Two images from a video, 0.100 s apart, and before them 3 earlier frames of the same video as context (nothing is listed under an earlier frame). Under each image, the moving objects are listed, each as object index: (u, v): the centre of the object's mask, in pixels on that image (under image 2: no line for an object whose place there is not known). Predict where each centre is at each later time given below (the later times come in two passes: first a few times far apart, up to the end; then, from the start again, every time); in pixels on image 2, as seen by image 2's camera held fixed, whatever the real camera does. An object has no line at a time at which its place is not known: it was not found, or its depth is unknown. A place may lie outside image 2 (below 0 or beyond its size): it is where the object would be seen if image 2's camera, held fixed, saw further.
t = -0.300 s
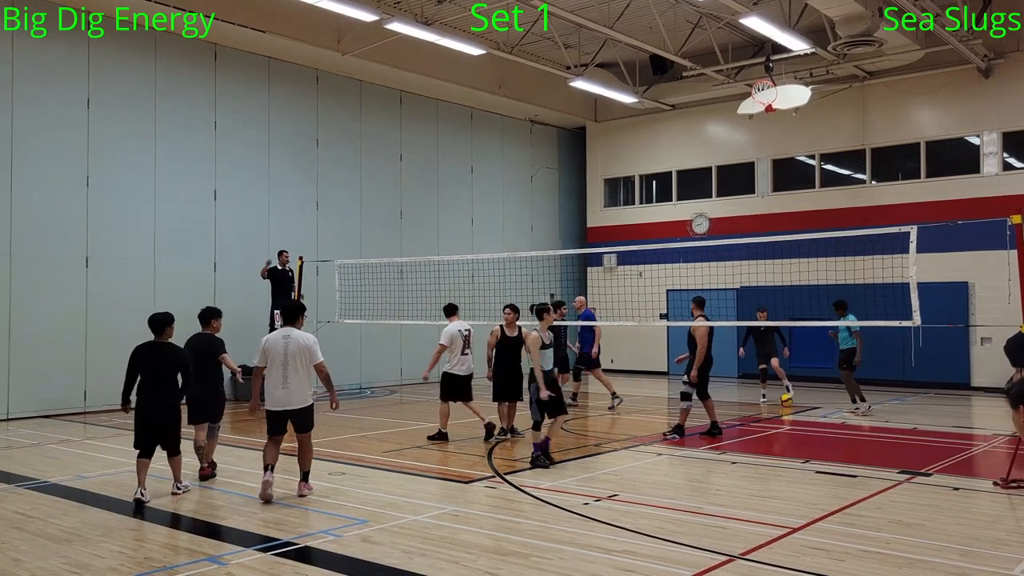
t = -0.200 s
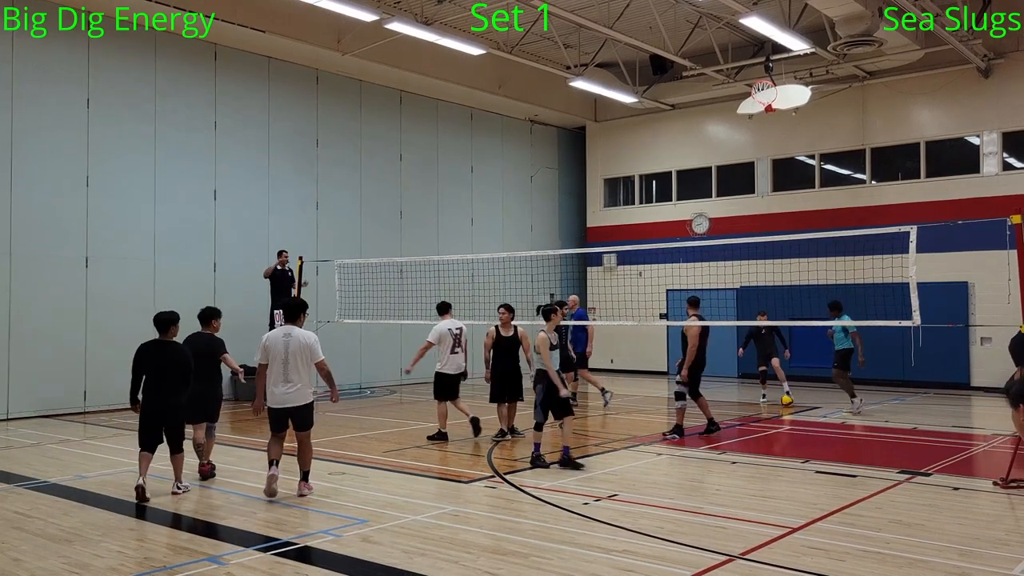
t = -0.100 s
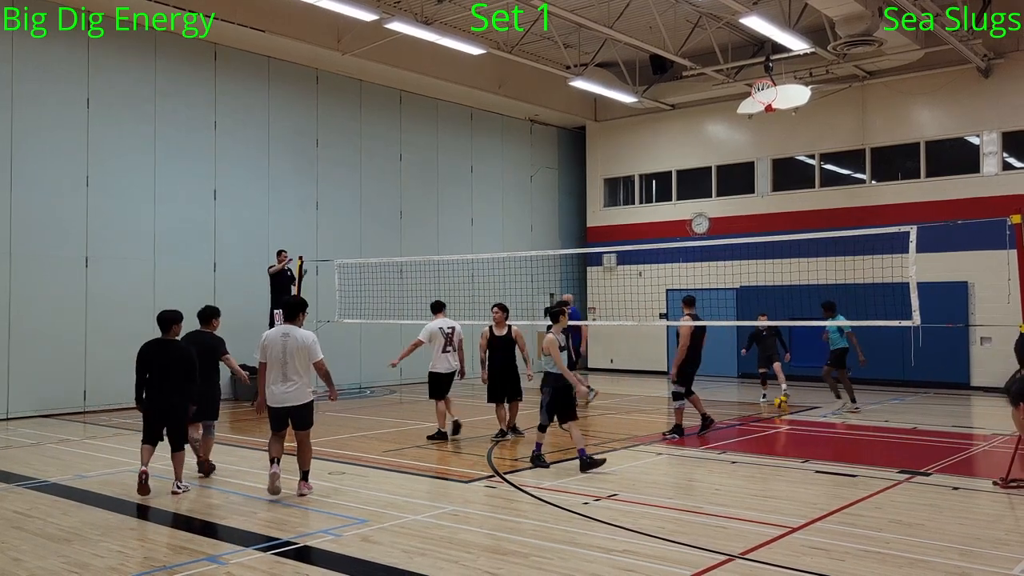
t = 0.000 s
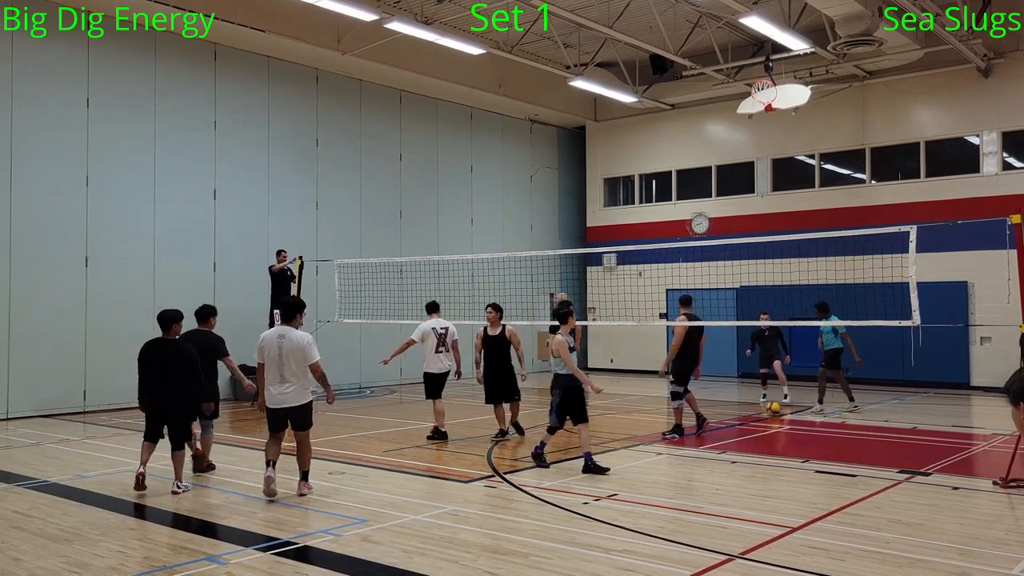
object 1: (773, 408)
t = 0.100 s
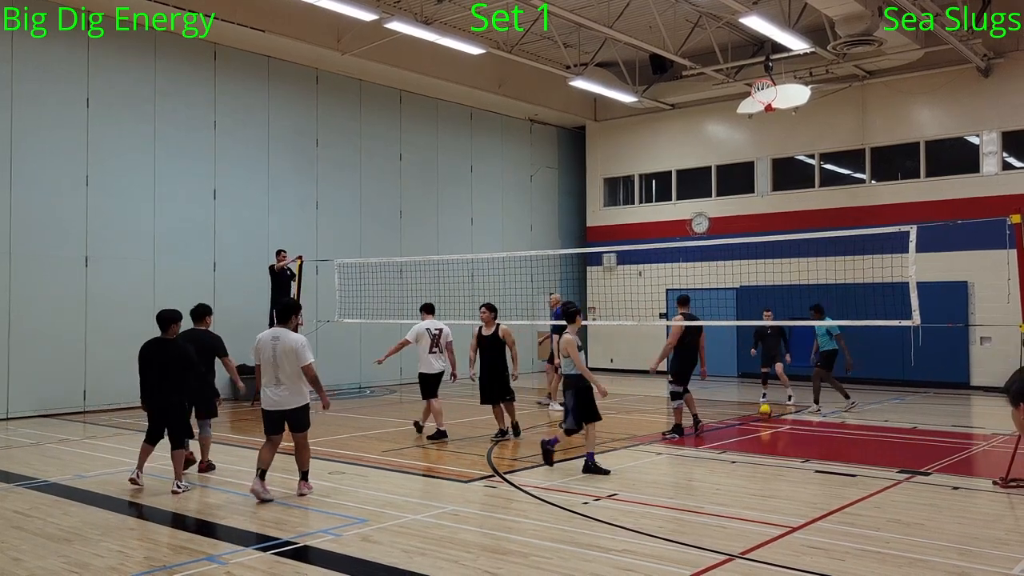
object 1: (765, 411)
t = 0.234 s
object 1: (755, 417)
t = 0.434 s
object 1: (740, 425)
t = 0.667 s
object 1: (722, 439)
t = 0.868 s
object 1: (705, 449)
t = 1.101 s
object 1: (682, 465)
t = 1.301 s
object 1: (659, 480)
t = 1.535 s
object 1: (628, 501)
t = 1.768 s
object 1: (590, 528)
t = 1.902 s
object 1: (563, 546)
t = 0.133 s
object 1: (762, 414)
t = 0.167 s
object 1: (760, 416)
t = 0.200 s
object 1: (757, 415)
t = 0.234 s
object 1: (755, 417)
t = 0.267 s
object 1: (752, 418)
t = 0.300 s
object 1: (749, 420)
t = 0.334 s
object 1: (747, 424)
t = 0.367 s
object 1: (745, 423)
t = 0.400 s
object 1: (742, 425)
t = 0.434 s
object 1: (740, 425)
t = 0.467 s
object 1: (737, 427)
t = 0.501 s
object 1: (735, 430)
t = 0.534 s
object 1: (732, 433)
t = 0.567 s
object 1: (729, 432)
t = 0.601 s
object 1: (727, 434)
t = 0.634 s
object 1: (725, 436)
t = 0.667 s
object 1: (722, 439)
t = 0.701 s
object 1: (719, 441)
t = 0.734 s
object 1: (717, 442)
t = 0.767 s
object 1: (715, 444)
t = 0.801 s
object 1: (711, 447)
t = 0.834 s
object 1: (708, 447)
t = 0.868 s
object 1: (705, 449)
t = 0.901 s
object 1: (702, 452)
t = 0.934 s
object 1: (699, 454)
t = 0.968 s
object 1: (696, 455)
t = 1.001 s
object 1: (692, 458)
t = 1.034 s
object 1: (689, 460)
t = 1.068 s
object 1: (686, 462)
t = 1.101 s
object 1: (682, 465)
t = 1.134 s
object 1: (679, 467)
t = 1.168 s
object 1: (675, 469)
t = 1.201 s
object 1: (671, 472)
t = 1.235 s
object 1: (667, 475)
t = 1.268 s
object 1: (663, 477)
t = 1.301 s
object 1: (659, 480)
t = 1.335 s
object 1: (655, 482)
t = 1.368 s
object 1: (651, 486)
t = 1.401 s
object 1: (647, 488)
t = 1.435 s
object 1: (642, 492)
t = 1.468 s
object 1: (638, 494)
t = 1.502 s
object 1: (633, 498)
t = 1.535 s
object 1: (628, 501)
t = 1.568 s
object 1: (623, 505)
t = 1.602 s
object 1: (617, 508)
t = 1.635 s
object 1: (612, 511)
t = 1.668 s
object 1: (607, 516)
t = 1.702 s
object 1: (601, 520)
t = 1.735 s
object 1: (596, 524)
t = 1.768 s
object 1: (590, 528)
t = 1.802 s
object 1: (584, 532)
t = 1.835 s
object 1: (577, 536)
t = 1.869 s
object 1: (570, 542)
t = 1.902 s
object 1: (563, 546)
